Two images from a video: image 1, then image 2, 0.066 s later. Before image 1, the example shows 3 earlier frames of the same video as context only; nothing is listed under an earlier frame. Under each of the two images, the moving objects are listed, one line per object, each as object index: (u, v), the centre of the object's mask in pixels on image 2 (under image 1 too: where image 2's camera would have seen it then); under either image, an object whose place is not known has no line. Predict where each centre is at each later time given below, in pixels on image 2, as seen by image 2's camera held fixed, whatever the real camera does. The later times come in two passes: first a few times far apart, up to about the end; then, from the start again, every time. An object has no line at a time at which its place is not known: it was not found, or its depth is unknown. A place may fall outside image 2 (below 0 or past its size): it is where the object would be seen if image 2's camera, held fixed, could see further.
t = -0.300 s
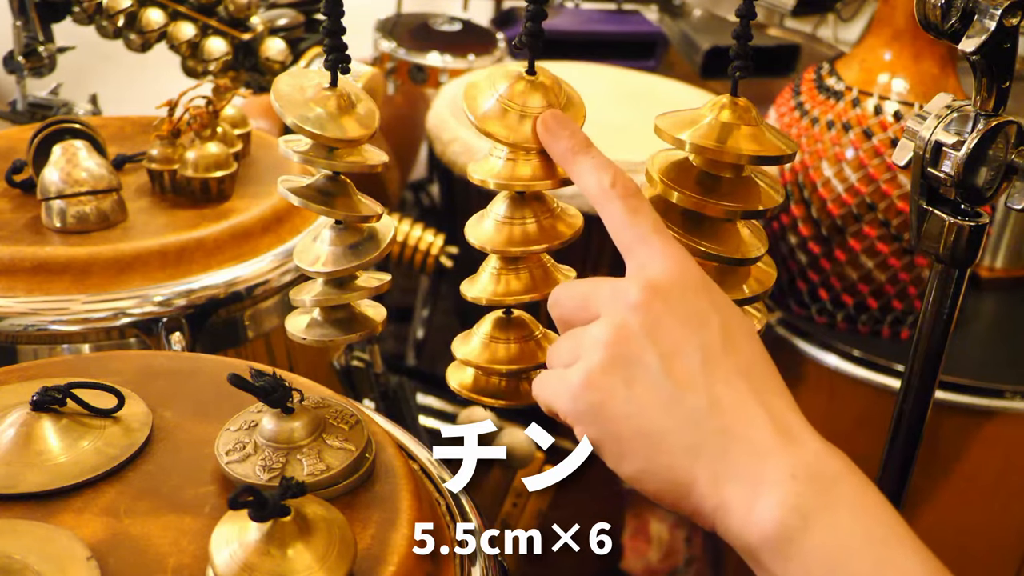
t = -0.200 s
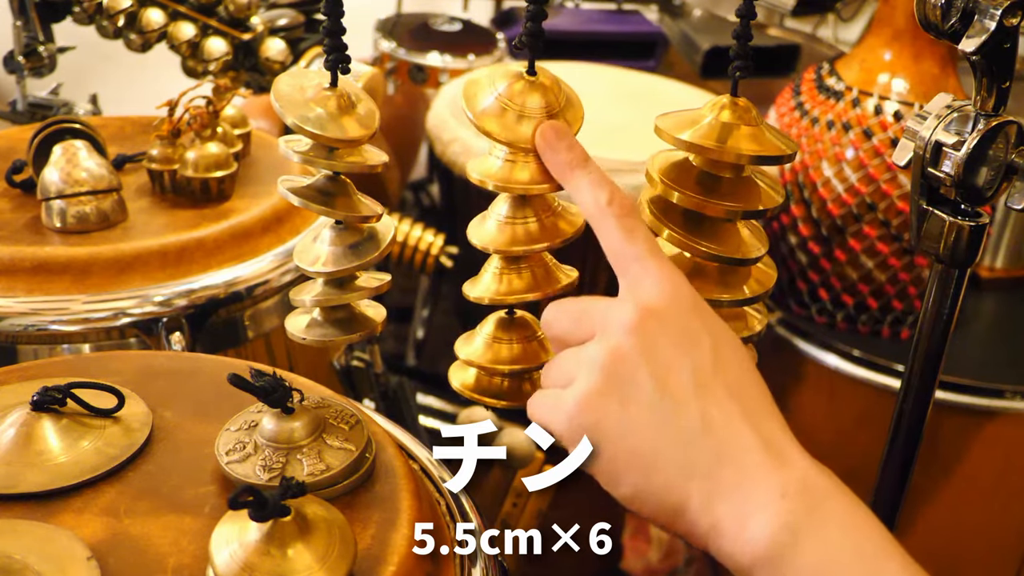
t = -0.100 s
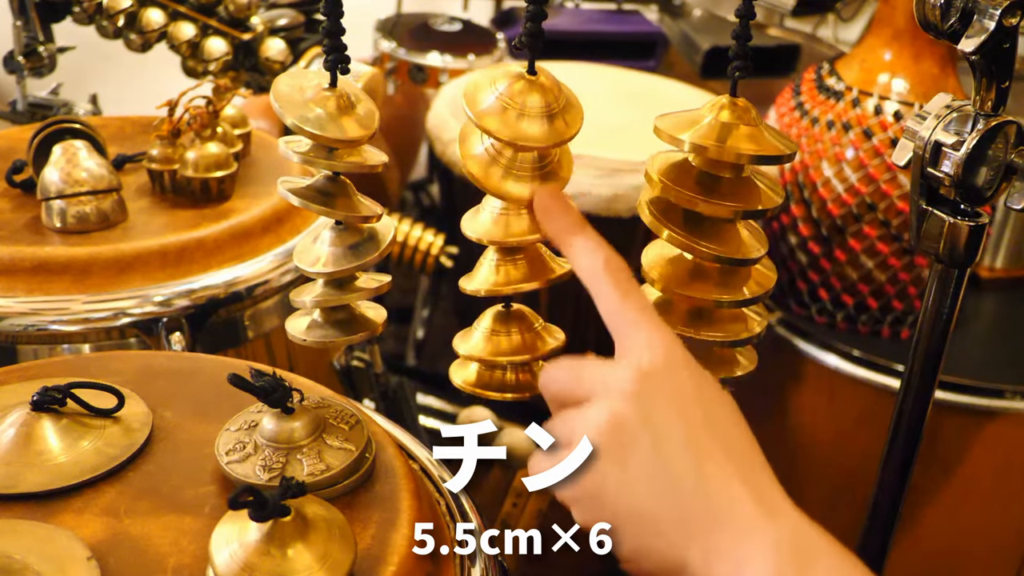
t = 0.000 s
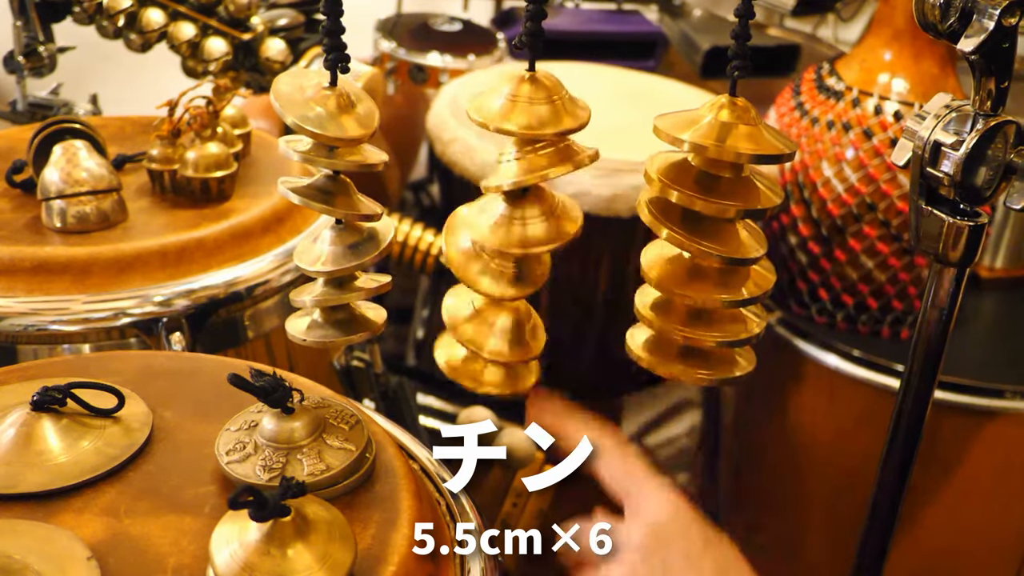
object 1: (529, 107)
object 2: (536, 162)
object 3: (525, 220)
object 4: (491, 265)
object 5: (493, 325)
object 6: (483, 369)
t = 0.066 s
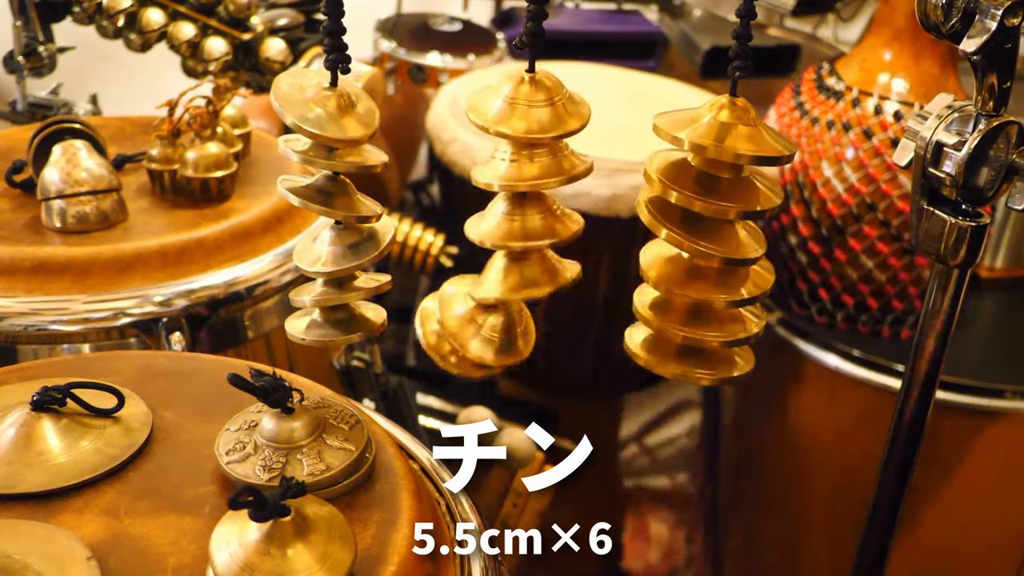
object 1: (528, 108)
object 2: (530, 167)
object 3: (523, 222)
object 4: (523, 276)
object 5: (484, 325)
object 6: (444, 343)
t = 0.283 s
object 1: (519, 106)
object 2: (520, 165)
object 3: (508, 221)
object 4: (499, 276)
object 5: (508, 339)
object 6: (512, 378)
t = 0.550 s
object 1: (536, 110)
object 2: (539, 166)
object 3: (535, 228)
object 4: (526, 285)
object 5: (526, 350)
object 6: (524, 393)
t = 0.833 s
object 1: (530, 107)
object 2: (531, 163)
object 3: (522, 223)
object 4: (511, 276)
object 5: (493, 332)
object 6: (471, 369)
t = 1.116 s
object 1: (529, 107)
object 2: (531, 165)
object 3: (526, 227)
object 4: (517, 283)
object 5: (509, 350)
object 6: (501, 393)
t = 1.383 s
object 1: (530, 108)
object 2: (530, 166)
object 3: (528, 224)
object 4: (520, 280)
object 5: (521, 342)
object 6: (520, 386)
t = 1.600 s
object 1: (527, 107)
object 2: (527, 166)
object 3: (520, 222)
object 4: (510, 275)
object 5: (498, 334)
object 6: (486, 376)
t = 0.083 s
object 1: (528, 107)
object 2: (528, 166)
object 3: (522, 221)
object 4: (524, 269)
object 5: (484, 323)
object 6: (440, 338)
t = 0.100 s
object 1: (528, 107)
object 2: (527, 167)
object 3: (521, 220)
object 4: (521, 266)
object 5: (484, 323)
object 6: (442, 343)
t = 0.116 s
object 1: (528, 107)
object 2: (526, 167)
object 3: (520, 220)
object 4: (517, 266)
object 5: (485, 325)
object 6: (450, 354)
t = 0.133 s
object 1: (527, 107)
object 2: (525, 167)
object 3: (519, 222)
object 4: (511, 268)
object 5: (486, 328)
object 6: (462, 365)
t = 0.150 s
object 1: (526, 107)
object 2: (523, 167)
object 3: (518, 222)
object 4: (504, 270)
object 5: (488, 330)
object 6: (473, 373)
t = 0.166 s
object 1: (524, 107)
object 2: (522, 167)
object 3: (515, 222)
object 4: (498, 272)
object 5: (491, 332)
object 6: (482, 376)
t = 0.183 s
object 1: (522, 106)
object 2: (521, 166)
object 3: (513, 221)
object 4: (493, 272)
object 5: (495, 333)
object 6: (489, 377)
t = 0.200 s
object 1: (520, 106)
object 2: (519, 164)
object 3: (510, 220)
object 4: (489, 271)
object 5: (498, 333)
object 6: (494, 377)
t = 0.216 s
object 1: (519, 106)
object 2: (518, 163)
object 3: (508, 219)
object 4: (487, 271)
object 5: (500, 332)
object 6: (499, 377)
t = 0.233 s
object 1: (517, 105)
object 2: (518, 163)
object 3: (507, 219)
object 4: (487, 272)
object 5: (502, 332)
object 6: (504, 376)
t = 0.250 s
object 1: (517, 105)
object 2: (518, 163)
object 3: (506, 219)
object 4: (490, 273)
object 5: (504, 333)
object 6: (508, 376)
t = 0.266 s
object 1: (518, 106)
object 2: (519, 165)
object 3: (506, 220)
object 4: (494, 274)
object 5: (506, 336)
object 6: (510, 377)
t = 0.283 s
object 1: (519, 106)
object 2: (520, 165)
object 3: (508, 221)
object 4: (499, 276)
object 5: (508, 339)
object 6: (512, 378)
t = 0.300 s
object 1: (521, 106)
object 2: (522, 166)
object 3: (511, 222)
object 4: (505, 278)
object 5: (509, 342)
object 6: (513, 381)
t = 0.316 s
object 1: (523, 106)
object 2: (523, 167)
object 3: (515, 224)
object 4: (511, 280)
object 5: (510, 345)
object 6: (513, 384)
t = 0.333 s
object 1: (526, 107)
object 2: (525, 168)
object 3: (521, 226)
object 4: (517, 280)
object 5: (511, 348)
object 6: (512, 388)
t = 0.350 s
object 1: (528, 108)
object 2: (528, 168)
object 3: (526, 228)
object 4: (523, 279)
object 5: (512, 349)
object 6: (510, 392)
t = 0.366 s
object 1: (531, 108)
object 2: (532, 168)
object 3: (531, 228)
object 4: (529, 282)
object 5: (513, 351)
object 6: (508, 395)
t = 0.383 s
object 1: (533, 108)
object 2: (535, 168)
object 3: (535, 229)
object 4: (533, 284)
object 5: (515, 353)
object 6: (506, 396)
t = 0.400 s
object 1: (535, 108)
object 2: (538, 167)
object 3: (539, 229)
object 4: (536, 285)
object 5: (518, 355)
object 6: (504, 398)
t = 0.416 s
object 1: (536, 109)
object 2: (541, 166)
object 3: (542, 230)
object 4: (537, 284)
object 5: (520, 356)
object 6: (502, 398)
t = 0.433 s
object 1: (538, 109)
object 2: (543, 166)
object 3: (544, 231)
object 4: (538, 285)
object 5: (523, 356)
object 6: (501, 397)
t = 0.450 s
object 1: (539, 109)
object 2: (545, 165)
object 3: (544, 231)
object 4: (538, 287)
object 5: (524, 356)
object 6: (503, 397)
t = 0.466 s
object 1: (540, 110)
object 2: (546, 165)
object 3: (544, 232)
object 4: (537, 288)
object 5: (524, 356)
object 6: (505, 398)
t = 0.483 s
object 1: (540, 109)
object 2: (546, 164)
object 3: (543, 232)
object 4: (535, 289)
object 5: (525, 355)
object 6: (509, 398)
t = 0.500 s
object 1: (540, 109)
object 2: (545, 163)
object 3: (541, 231)
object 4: (533, 289)
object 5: (526, 354)
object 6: (514, 398)
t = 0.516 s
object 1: (539, 109)
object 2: (544, 164)
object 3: (539, 230)
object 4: (531, 288)
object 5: (526, 353)
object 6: (518, 397)
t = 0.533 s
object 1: (538, 109)
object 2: (542, 164)
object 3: (537, 229)
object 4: (528, 287)
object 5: (526, 351)
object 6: (521, 396)
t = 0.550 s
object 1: (536, 110)
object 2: (539, 166)
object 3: (535, 228)
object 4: (526, 285)
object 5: (526, 350)
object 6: (524, 393)
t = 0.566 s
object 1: (534, 109)
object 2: (537, 167)
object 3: (532, 227)
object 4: (524, 283)
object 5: (525, 348)
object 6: (526, 391)
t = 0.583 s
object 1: (531, 109)
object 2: (533, 167)
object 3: (530, 226)
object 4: (522, 282)
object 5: (524, 346)
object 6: (527, 388)
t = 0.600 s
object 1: (529, 108)
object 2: (530, 168)
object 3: (528, 226)
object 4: (521, 280)
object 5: (523, 345)
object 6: (527, 385)
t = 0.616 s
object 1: (527, 108)
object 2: (528, 168)
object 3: (525, 225)
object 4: (519, 278)
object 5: (521, 343)
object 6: (526, 383)
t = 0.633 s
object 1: (526, 108)
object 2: (525, 168)
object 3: (524, 224)
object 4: (518, 277)
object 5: (519, 342)
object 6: (524, 382)
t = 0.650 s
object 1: (526, 107)
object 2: (524, 168)
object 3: (522, 223)
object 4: (517, 276)
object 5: (517, 340)
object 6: (521, 381)
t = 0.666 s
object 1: (525, 107)
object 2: (524, 168)
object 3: (522, 223)
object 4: (516, 275)
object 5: (515, 339)
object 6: (517, 381)
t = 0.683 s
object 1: (525, 107)
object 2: (524, 167)
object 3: (521, 223)
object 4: (516, 275)
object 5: (512, 338)
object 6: (512, 381)
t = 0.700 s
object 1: (526, 107)
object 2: (525, 167)
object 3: (522, 223)
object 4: (515, 275)
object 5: (510, 338)
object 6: (507, 380)
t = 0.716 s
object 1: (526, 107)
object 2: (527, 167)
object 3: (522, 223)
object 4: (515, 276)
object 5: (508, 337)
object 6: (501, 380)
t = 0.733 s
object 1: (527, 107)
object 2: (528, 167)
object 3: (523, 223)
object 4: (515, 276)
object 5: (505, 336)
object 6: (495, 378)
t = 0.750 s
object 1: (528, 107)
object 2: (530, 166)
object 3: (524, 224)
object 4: (514, 277)
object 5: (503, 335)
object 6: (489, 376)
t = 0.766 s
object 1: (529, 107)
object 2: (531, 165)
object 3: (524, 223)
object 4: (514, 277)
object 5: (501, 334)
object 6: (482, 374)
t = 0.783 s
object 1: (530, 107)
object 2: (532, 164)
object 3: (524, 223)
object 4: (513, 277)
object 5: (498, 334)
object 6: (477, 371)
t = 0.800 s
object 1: (530, 107)
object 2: (532, 163)
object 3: (524, 223)
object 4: (512, 277)
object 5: (496, 333)
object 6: (473, 370)
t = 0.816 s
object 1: (530, 107)
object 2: (531, 163)
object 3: (523, 223)
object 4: (512, 277)
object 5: (494, 332)
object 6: (471, 369)
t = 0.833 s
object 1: (530, 107)
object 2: (531, 163)
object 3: (522, 223)
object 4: (511, 276)
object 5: (493, 332)
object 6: (471, 369)
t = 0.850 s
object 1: (529, 107)
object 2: (529, 163)
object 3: (521, 222)
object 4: (510, 275)
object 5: (492, 331)
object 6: (471, 370)
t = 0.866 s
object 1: (528, 107)
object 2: (528, 164)
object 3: (519, 222)
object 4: (508, 274)
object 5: (491, 332)
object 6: (473, 371)
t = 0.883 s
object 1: (527, 107)
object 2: (526, 165)
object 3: (517, 222)
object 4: (507, 274)
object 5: (491, 333)
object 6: (475, 373)
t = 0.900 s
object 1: (525, 107)
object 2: (524, 165)
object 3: (515, 222)
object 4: (505, 274)
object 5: (491, 333)
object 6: (478, 375)
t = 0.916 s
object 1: (523, 106)
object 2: (522, 166)
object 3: (514, 222)
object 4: (504, 273)
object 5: (492, 334)
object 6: (481, 376)
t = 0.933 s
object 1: (522, 106)
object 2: (520, 166)
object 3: (513, 222)
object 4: (503, 273)
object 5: (493, 335)
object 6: (484, 377)
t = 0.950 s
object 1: (521, 106)
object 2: (518, 166)
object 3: (512, 222)
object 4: (502, 274)
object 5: (494, 336)
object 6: (487, 379)
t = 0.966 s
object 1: (520, 106)
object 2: (517, 166)
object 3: (511, 223)
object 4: (502, 275)
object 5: (495, 337)
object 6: (491, 380)
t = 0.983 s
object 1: (520, 106)
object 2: (516, 166)
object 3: (511, 223)
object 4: (502, 276)
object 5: (497, 339)
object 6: (493, 382)
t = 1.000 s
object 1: (520, 106)
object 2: (517, 166)
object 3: (511, 223)
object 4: (502, 277)
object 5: (499, 340)
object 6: (495, 383)
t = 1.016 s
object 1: (520, 106)
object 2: (518, 166)
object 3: (512, 223)
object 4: (502, 278)
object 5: (500, 342)
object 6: (497, 385)
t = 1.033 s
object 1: (521, 106)
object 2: (519, 166)
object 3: (514, 224)
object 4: (504, 279)
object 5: (502, 343)
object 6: (498, 386)
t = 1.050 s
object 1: (523, 107)
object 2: (521, 166)
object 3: (516, 225)
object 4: (505, 280)
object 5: (503, 345)
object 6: (500, 388)
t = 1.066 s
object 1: (524, 107)
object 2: (524, 166)
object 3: (518, 226)
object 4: (507, 281)
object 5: (505, 346)
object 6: (500, 390)
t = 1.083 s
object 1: (526, 107)
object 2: (527, 166)
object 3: (521, 226)
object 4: (510, 282)
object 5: (506, 348)
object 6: (501, 391)
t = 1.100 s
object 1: (527, 107)
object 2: (529, 166)
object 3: (524, 227)
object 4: (513, 282)
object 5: (508, 349)
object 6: (501, 393)
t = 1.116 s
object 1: (529, 107)
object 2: (531, 165)
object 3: (526, 227)
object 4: (517, 283)
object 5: (509, 350)
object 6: (501, 393)
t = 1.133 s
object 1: (531, 108)
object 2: (533, 165)
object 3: (529, 228)
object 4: (521, 283)
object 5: (511, 350)
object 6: (502, 394)
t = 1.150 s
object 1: (532, 108)
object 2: (534, 165)
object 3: (531, 228)
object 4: (524, 283)
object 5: (513, 351)
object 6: (503, 395)
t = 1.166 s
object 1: (533, 109)
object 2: (535, 165)
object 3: (532, 228)
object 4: (526, 282)
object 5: (514, 351)
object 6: (504, 395)
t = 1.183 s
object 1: (533, 109)
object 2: (535, 166)
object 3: (533, 228)
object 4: (528, 282)
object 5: (516, 351)
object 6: (505, 395)
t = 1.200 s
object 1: (534, 109)
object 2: (535, 166)
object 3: (534, 228)
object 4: (530, 281)
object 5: (518, 351)
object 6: (507, 395)
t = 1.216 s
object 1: (533, 109)
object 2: (535, 166)
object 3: (534, 228)
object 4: (530, 281)
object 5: (519, 351)
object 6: (509, 395)
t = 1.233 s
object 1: (533, 109)
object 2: (535, 167)
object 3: (534, 228)
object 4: (530, 281)
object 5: (521, 351)
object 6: (512, 395)
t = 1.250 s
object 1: (533, 109)
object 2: (535, 167)
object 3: (534, 228)
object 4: (530, 281)
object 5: (522, 350)
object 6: (514, 394)
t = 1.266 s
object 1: (533, 109)
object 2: (534, 167)
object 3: (533, 228)
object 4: (529, 281)
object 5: (523, 349)
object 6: (517, 394)
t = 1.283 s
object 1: (533, 109)
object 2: (534, 167)
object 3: (533, 227)
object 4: (527, 282)
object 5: (524, 348)
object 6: (519, 393)
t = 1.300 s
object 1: (533, 109)
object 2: (533, 167)
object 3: (532, 227)
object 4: (526, 282)
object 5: (524, 347)
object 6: (521, 392)
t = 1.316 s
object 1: (533, 109)
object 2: (532, 167)
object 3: (531, 226)
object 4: (524, 282)
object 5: (524, 346)
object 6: (522, 391)
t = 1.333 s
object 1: (532, 108)
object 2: (531, 167)
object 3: (530, 226)
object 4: (523, 281)
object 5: (524, 345)
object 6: (523, 389)
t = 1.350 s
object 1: (531, 108)
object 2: (531, 167)
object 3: (529, 225)
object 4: (521, 281)
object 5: (523, 344)
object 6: (522, 388)
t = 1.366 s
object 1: (530, 108)
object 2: (530, 166)
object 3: (529, 225)
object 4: (520, 280)
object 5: (523, 343)
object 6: (521, 387)
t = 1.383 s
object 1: (530, 108)
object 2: (530, 166)
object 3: (528, 224)
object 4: (520, 280)
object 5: (521, 342)
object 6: (520, 386)
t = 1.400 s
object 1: (530, 108)
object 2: (529, 166)
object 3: (528, 224)
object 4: (519, 279)
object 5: (520, 341)
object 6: (518, 385)
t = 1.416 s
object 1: (530, 108)
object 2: (530, 166)
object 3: (528, 224)
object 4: (519, 279)
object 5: (518, 340)
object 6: (514, 383)
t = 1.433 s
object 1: (530, 107)
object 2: (530, 166)
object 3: (528, 224)
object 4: (519, 278)
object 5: (516, 339)
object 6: (511, 382)
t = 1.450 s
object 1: (530, 107)
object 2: (531, 166)
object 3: (527, 224)
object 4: (519, 277)
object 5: (514, 338)
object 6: (507, 381)
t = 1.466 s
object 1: (530, 107)
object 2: (531, 166)
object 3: (527, 223)
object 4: (520, 277)
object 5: (512, 337)
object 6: (503, 380)
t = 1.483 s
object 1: (530, 107)
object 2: (531, 166)
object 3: (527, 223)
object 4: (520, 276)
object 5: (509, 336)
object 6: (500, 379)
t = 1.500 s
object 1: (530, 107)
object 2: (531, 166)
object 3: (526, 223)
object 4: (520, 275)
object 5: (507, 335)
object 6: (496, 377)
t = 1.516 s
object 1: (530, 107)
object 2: (530, 166)
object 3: (526, 223)
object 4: (519, 275)
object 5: (505, 335)
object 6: (493, 376)
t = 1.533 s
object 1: (530, 107)
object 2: (530, 166)
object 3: (525, 222)
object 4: (518, 274)
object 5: (503, 334)
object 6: (490, 376)
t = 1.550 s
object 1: (529, 107)
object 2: (529, 165)
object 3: (524, 222)
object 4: (517, 274)
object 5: (502, 334)
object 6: (488, 375)
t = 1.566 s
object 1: (529, 107)
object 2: (528, 165)
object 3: (523, 222)
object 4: (515, 274)
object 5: (500, 334)
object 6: (487, 375)
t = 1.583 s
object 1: (529, 107)
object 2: (528, 166)
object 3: (522, 222)
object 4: (512, 274)
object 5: (499, 334)
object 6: (486, 375)
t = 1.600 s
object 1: (527, 107)
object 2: (527, 166)
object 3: (520, 222)
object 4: (510, 275)
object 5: (498, 334)
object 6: (486, 376)
